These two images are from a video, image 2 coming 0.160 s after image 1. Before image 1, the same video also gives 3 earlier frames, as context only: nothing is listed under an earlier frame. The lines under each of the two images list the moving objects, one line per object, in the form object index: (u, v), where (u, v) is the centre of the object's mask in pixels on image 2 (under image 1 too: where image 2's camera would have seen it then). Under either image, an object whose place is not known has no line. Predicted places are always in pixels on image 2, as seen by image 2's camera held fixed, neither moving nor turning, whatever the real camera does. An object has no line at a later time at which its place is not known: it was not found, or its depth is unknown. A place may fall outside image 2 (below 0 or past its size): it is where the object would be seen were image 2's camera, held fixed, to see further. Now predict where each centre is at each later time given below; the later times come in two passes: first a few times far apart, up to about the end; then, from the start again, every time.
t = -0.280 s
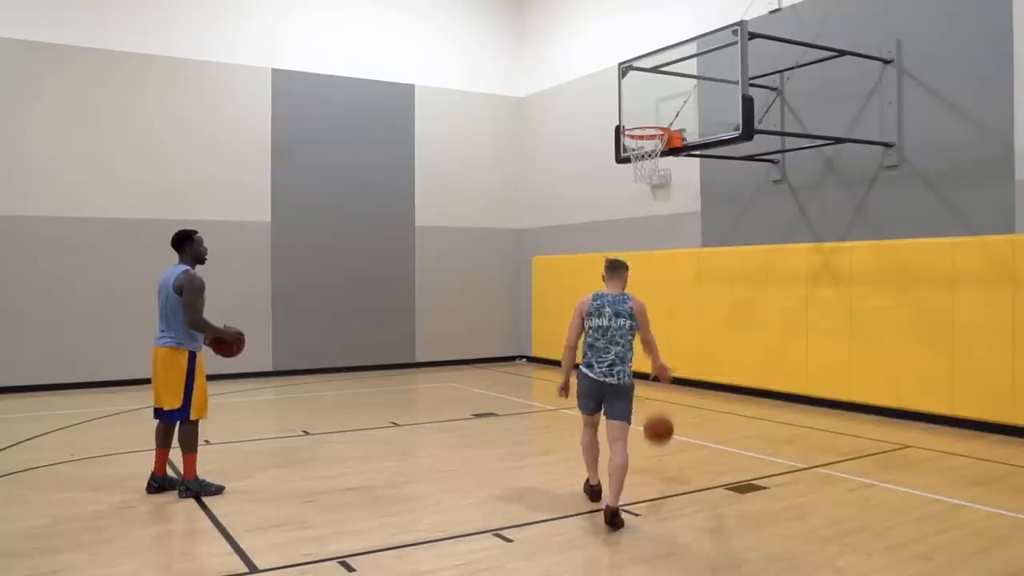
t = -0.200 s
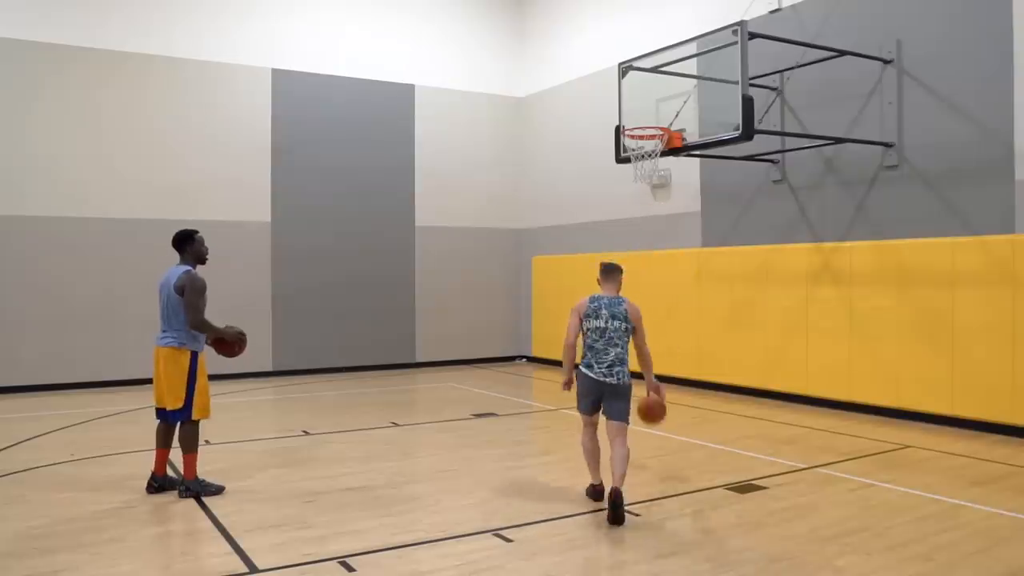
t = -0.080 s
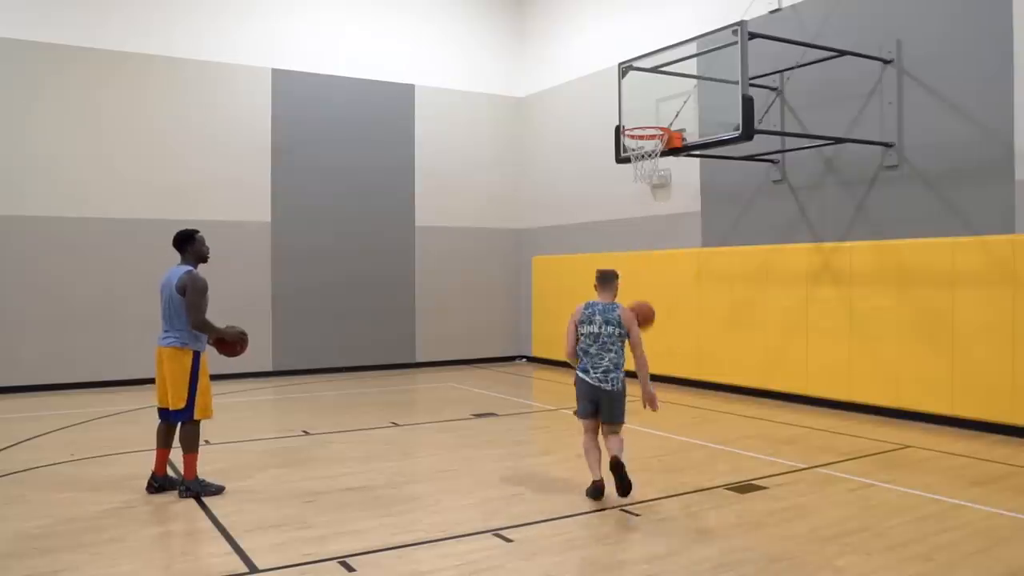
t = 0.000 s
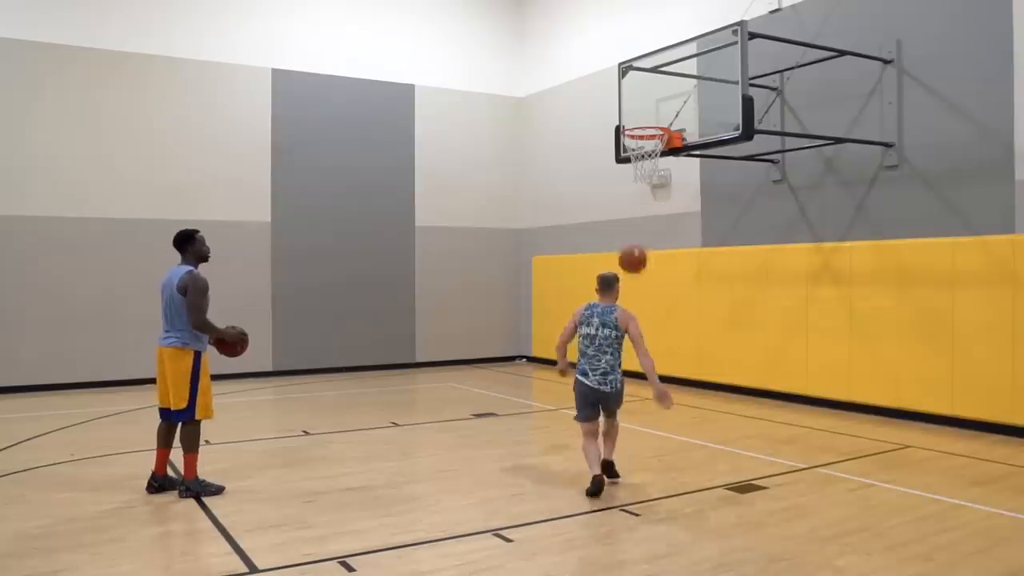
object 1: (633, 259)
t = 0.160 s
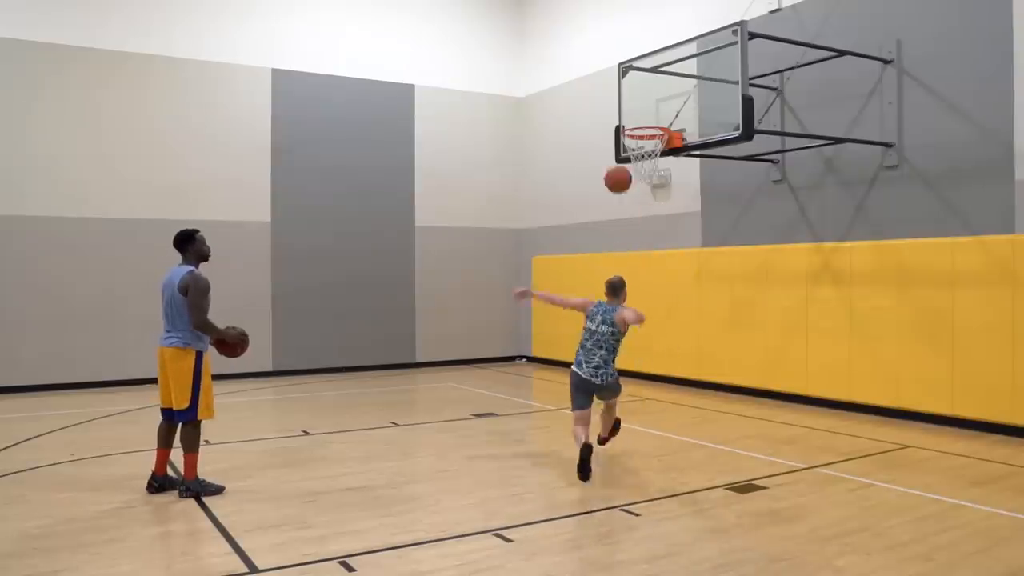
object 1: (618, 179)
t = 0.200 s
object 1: (614, 164)
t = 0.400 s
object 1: (597, 119)
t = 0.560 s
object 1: (584, 115)
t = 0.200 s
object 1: (614, 164)
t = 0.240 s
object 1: (610, 150)
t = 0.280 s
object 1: (608, 142)
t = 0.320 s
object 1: (603, 131)
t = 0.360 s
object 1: (600, 124)
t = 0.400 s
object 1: (597, 119)
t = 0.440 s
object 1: (594, 115)
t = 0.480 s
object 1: (591, 113)
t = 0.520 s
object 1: (588, 113)
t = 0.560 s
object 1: (584, 115)
